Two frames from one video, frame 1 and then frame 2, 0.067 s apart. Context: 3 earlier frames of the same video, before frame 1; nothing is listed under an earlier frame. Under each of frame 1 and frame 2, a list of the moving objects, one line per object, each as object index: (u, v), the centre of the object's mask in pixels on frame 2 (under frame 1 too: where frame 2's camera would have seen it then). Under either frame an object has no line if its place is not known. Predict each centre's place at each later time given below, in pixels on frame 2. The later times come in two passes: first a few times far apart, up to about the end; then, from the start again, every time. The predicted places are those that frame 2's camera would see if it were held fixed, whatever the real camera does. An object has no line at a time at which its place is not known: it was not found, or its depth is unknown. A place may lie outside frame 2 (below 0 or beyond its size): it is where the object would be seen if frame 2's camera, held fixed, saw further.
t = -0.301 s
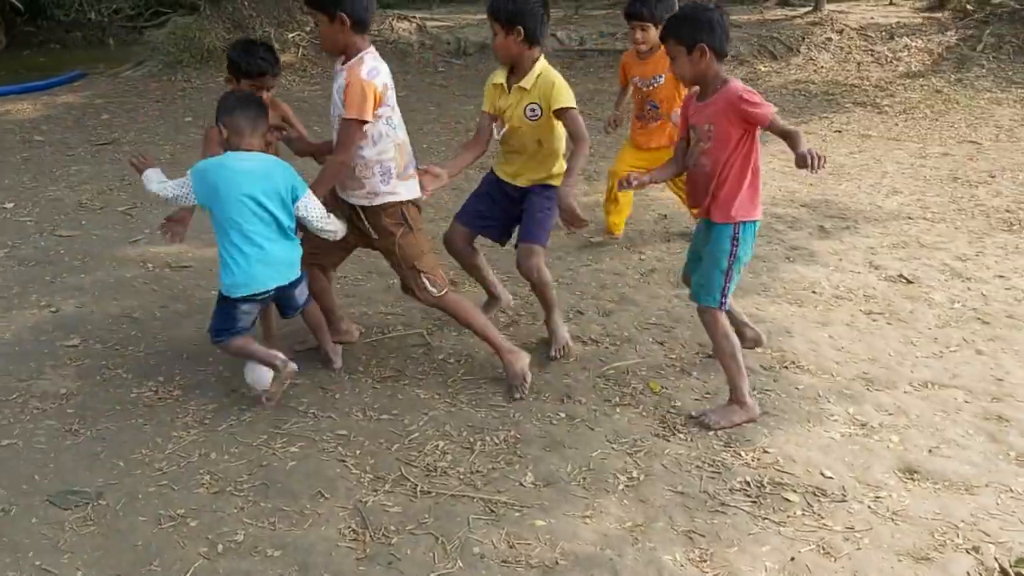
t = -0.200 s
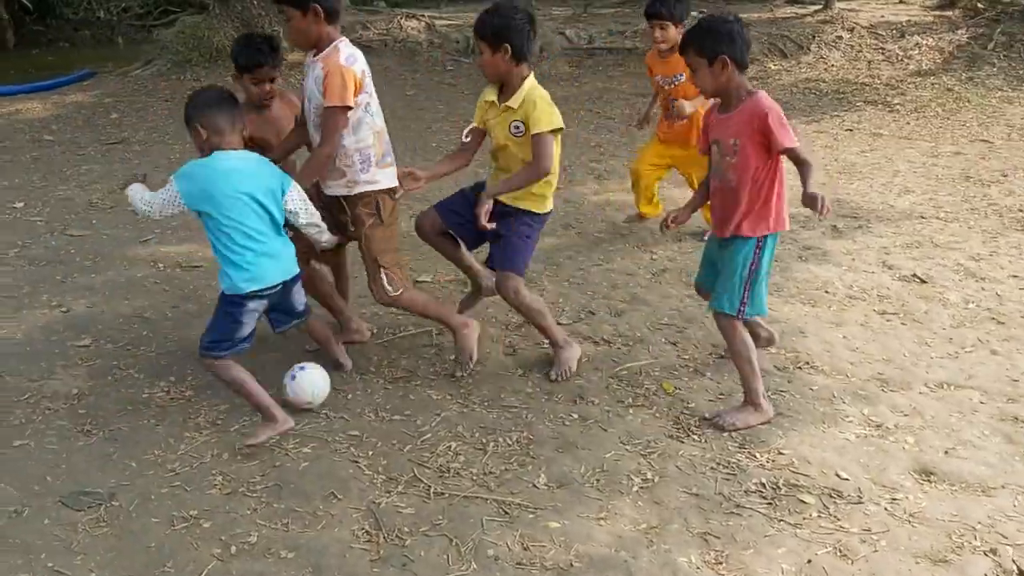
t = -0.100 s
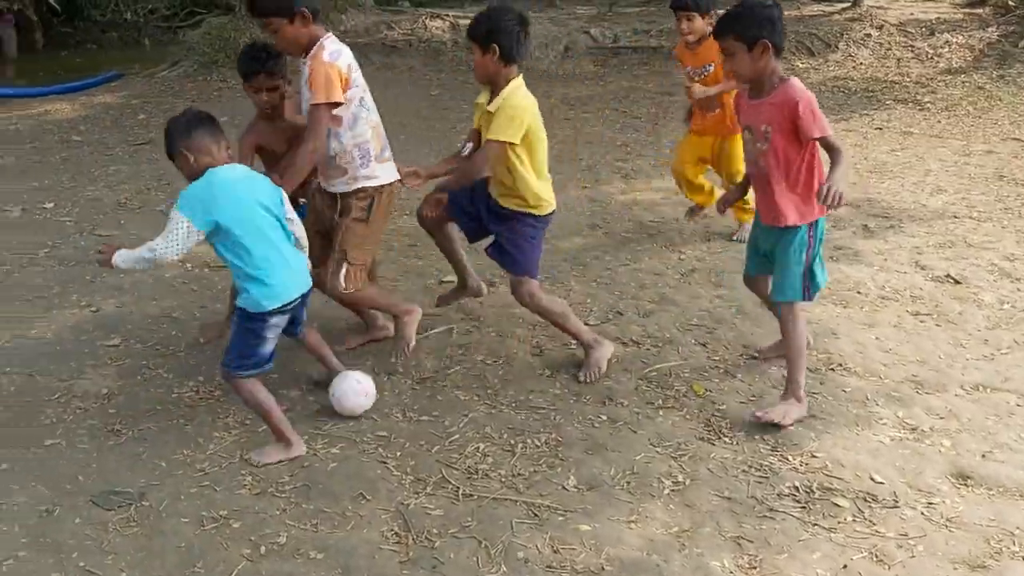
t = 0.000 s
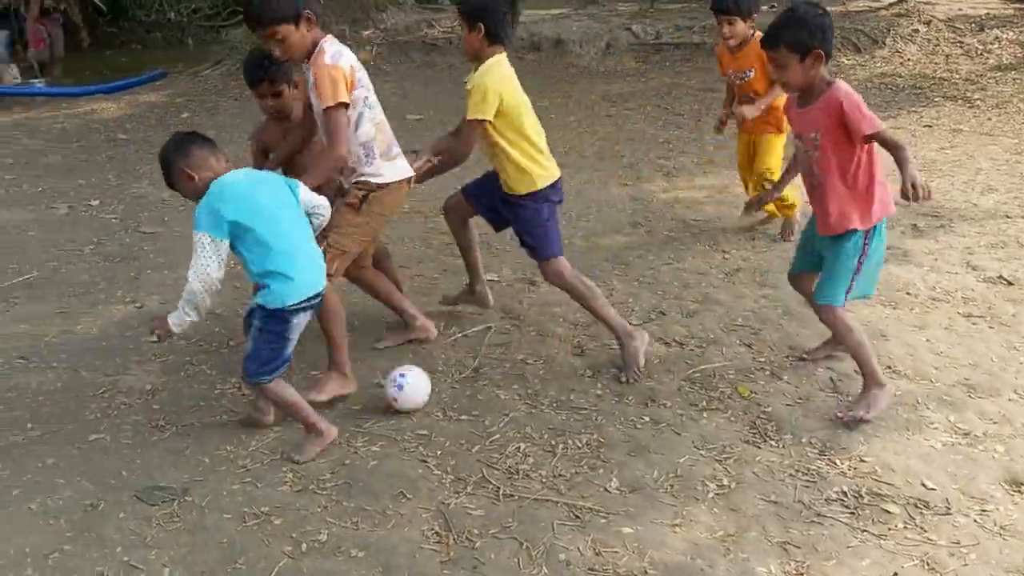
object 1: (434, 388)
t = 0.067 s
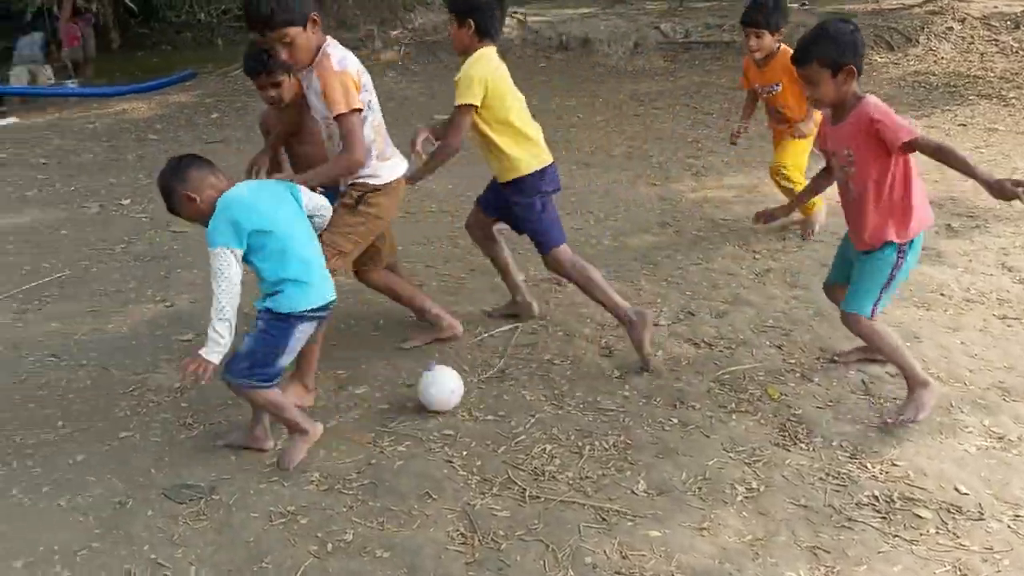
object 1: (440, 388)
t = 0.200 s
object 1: (452, 391)
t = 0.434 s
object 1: (478, 397)
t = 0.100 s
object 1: (442, 390)
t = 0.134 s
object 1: (445, 391)
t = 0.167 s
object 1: (448, 391)
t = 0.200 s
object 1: (452, 391)
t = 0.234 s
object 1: (456, 392)
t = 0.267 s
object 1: (459, 392)
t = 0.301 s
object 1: (464, 393)
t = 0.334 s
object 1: (468, 395)
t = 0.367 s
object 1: (472, 396)
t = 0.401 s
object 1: (475, 397)
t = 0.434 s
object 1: (478, 397)
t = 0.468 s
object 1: (483, 397)
